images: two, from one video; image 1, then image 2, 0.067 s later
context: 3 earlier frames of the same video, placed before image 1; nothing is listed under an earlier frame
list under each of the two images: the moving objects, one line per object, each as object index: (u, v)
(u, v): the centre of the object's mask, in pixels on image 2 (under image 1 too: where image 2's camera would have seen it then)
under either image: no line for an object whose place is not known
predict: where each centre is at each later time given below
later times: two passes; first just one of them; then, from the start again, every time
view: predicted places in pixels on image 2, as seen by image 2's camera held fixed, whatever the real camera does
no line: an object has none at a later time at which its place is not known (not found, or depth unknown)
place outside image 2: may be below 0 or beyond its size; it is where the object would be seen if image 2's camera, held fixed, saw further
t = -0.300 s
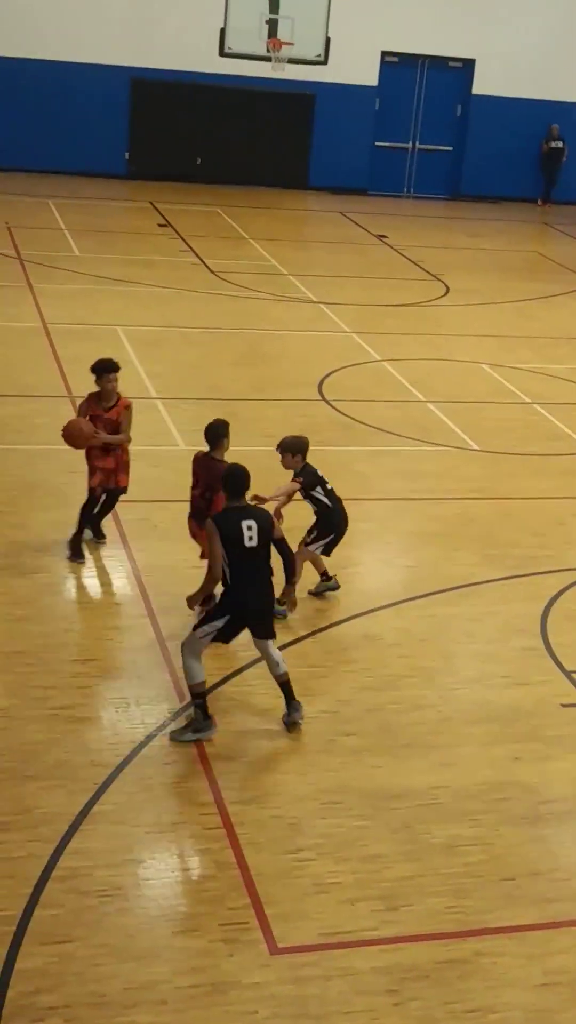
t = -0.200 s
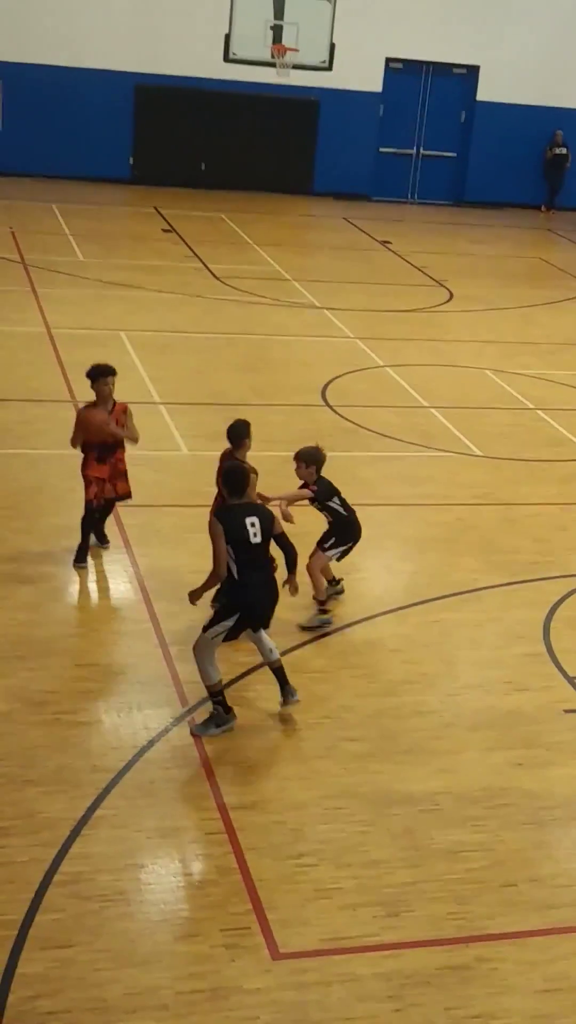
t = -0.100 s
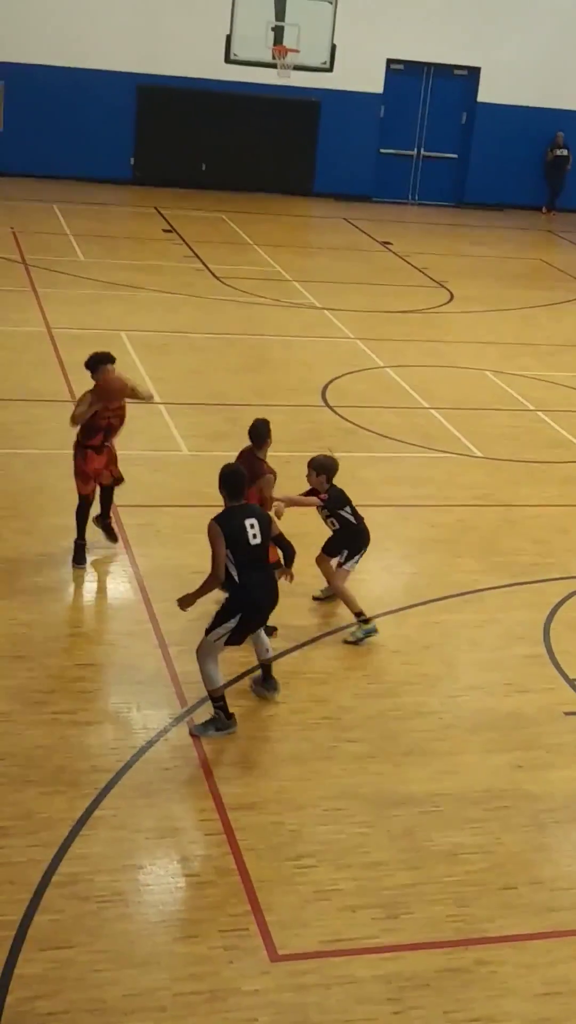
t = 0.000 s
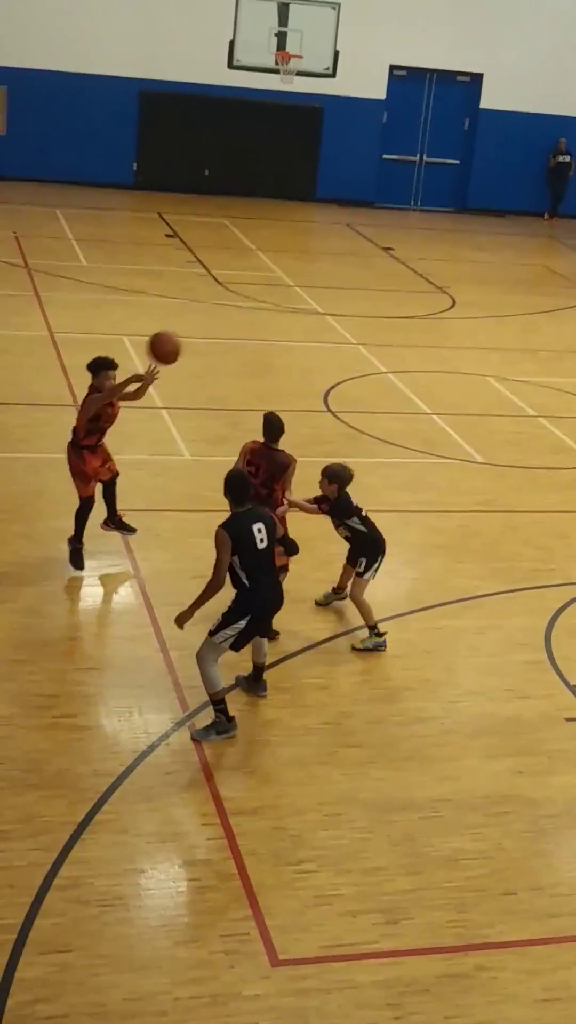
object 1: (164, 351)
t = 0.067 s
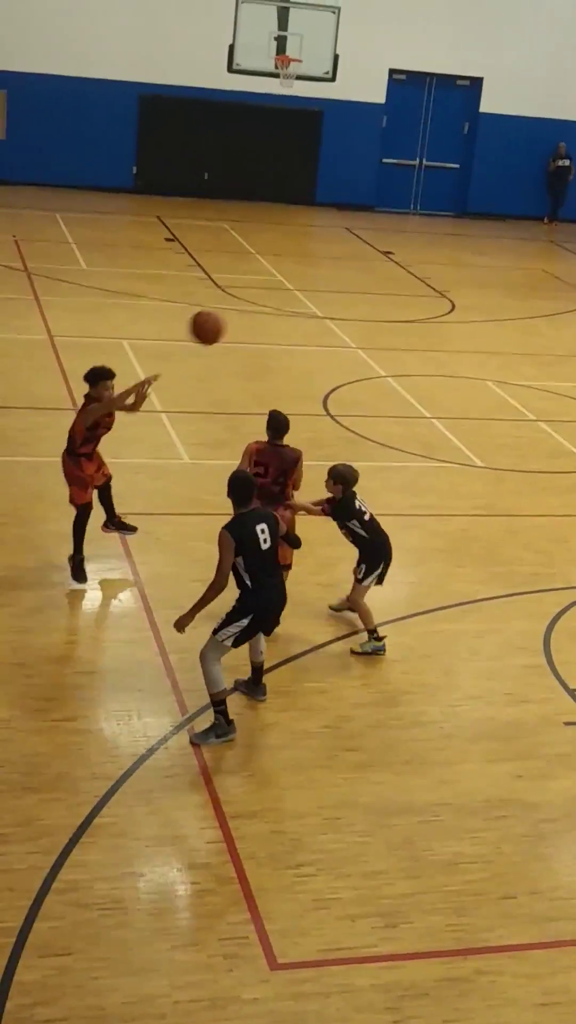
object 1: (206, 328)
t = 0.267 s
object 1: (347, 284)
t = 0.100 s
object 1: (229, 317)
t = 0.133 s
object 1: (252, 307)
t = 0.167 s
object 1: (275, 299)
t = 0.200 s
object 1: (298, 293)
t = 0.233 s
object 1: (322, 288)
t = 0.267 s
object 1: (347, 284)
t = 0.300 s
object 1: (369, 285)
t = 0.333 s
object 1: (396, 286)
